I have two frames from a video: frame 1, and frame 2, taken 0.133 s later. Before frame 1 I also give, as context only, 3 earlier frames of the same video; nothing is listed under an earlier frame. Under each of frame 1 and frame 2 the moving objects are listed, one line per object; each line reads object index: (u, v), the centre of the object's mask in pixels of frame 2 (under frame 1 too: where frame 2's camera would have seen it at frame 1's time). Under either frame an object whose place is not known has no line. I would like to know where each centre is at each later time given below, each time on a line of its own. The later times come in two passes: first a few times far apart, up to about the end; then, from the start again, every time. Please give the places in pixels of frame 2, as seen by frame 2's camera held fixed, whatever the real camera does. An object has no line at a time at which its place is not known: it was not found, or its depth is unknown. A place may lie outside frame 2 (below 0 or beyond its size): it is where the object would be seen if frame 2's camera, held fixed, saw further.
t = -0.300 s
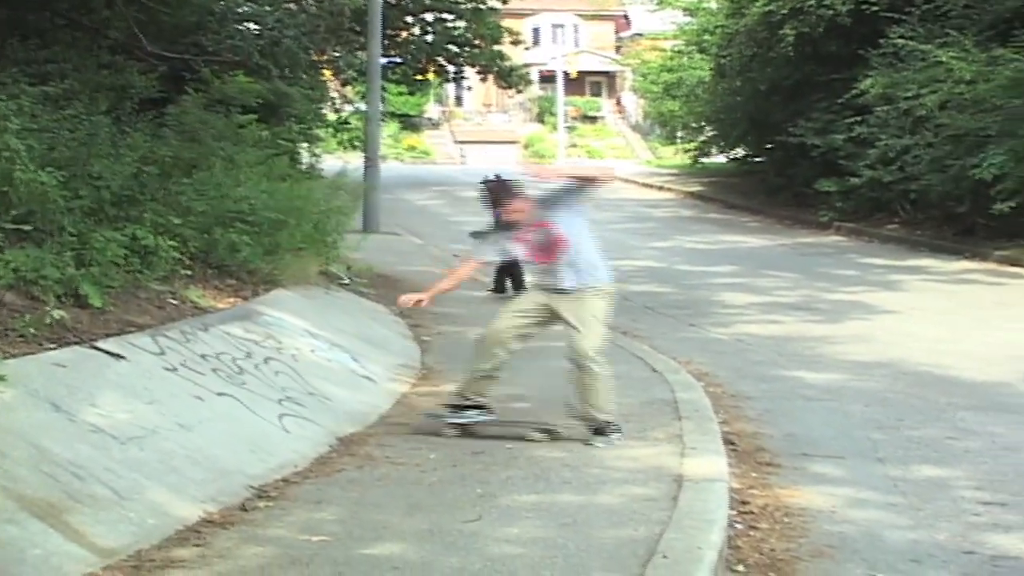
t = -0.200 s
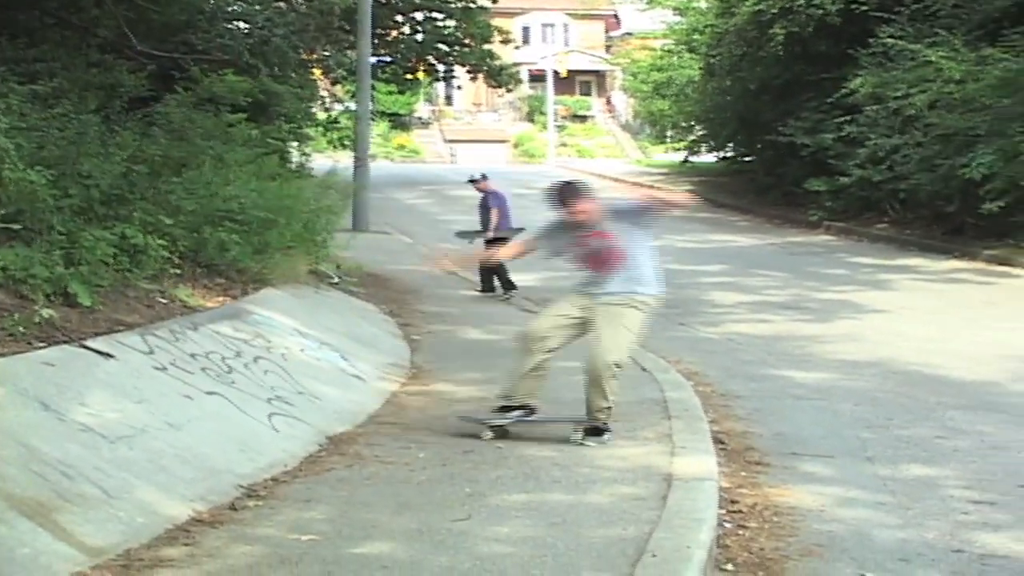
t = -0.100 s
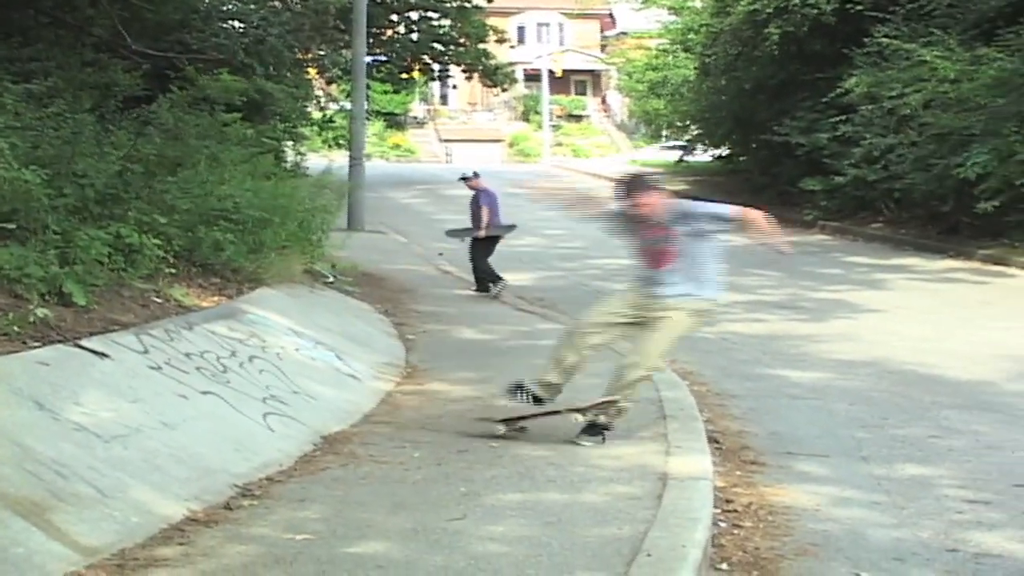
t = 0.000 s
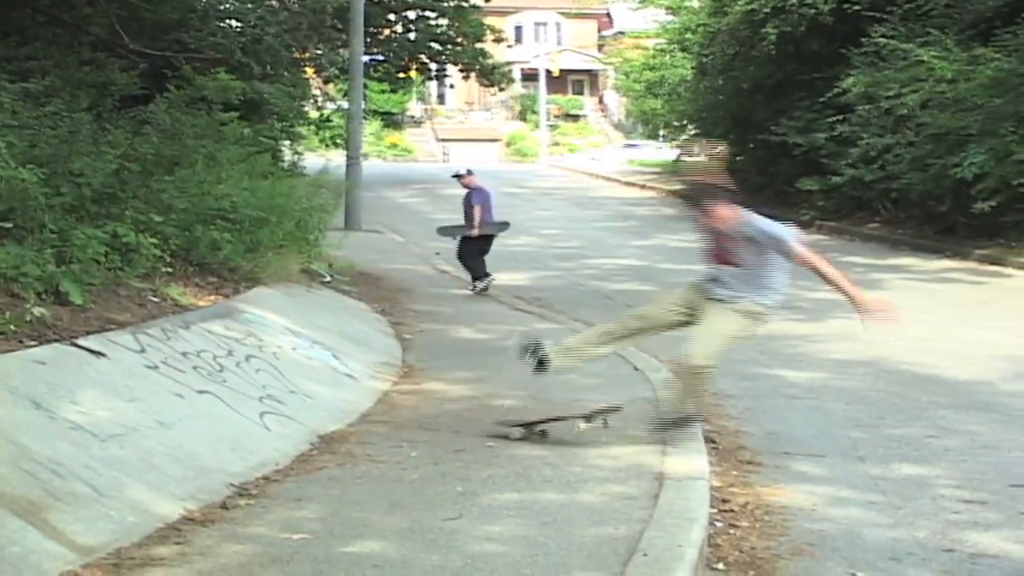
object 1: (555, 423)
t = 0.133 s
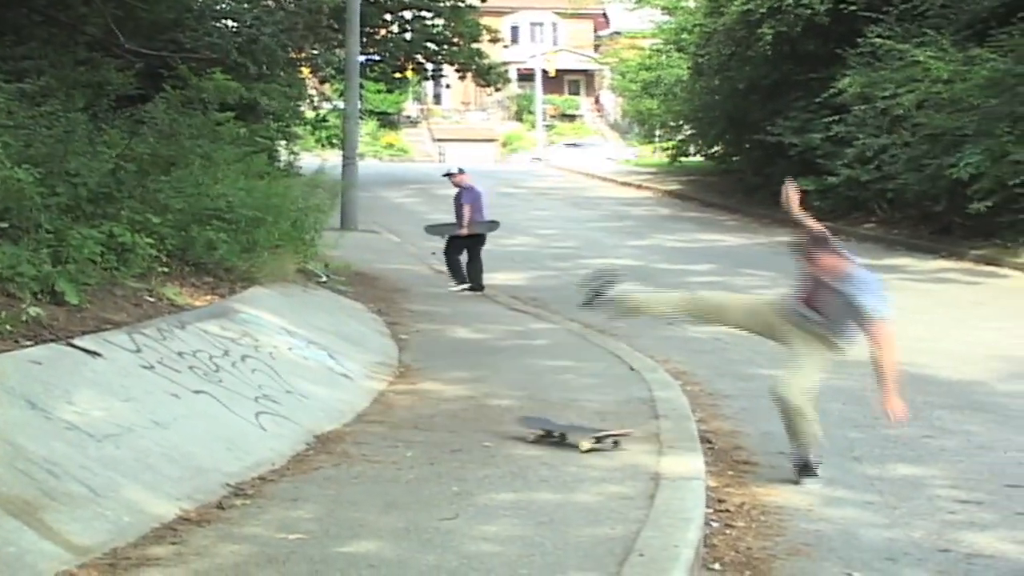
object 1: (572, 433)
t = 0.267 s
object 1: (589, 437)
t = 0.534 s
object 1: (621, 443)
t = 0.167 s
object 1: (577, 433)
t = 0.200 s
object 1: (579, 434)
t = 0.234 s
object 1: (584, 436)
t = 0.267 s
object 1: (589, 437)
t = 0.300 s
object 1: (592, 438)
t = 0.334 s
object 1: (597, 438)
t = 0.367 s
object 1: (600, 439)
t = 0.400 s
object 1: (606, 440)
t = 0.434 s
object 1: (609, 441)
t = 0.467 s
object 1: (614, 442)
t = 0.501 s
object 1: (618, 443)
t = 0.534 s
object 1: (621, 443)
